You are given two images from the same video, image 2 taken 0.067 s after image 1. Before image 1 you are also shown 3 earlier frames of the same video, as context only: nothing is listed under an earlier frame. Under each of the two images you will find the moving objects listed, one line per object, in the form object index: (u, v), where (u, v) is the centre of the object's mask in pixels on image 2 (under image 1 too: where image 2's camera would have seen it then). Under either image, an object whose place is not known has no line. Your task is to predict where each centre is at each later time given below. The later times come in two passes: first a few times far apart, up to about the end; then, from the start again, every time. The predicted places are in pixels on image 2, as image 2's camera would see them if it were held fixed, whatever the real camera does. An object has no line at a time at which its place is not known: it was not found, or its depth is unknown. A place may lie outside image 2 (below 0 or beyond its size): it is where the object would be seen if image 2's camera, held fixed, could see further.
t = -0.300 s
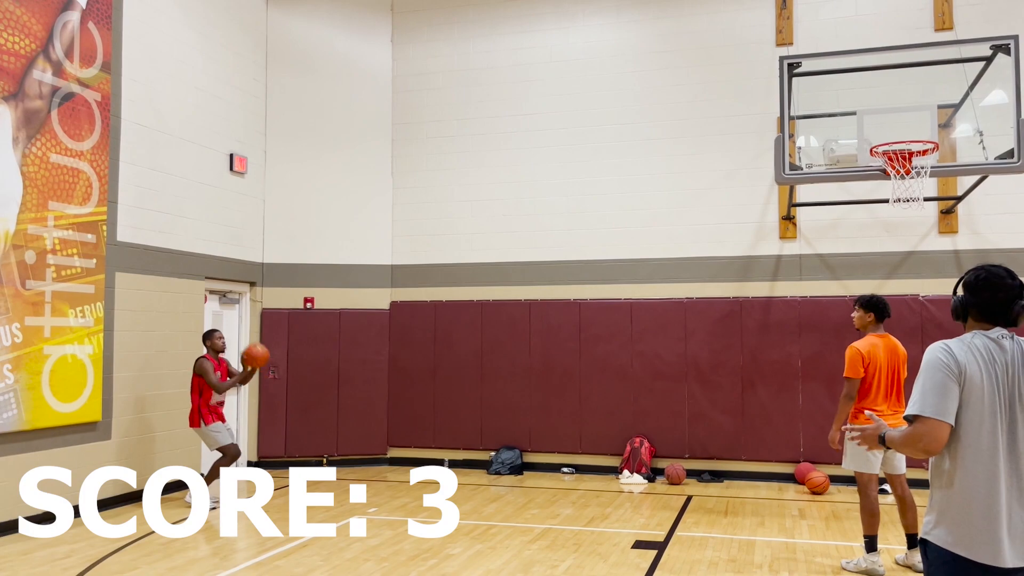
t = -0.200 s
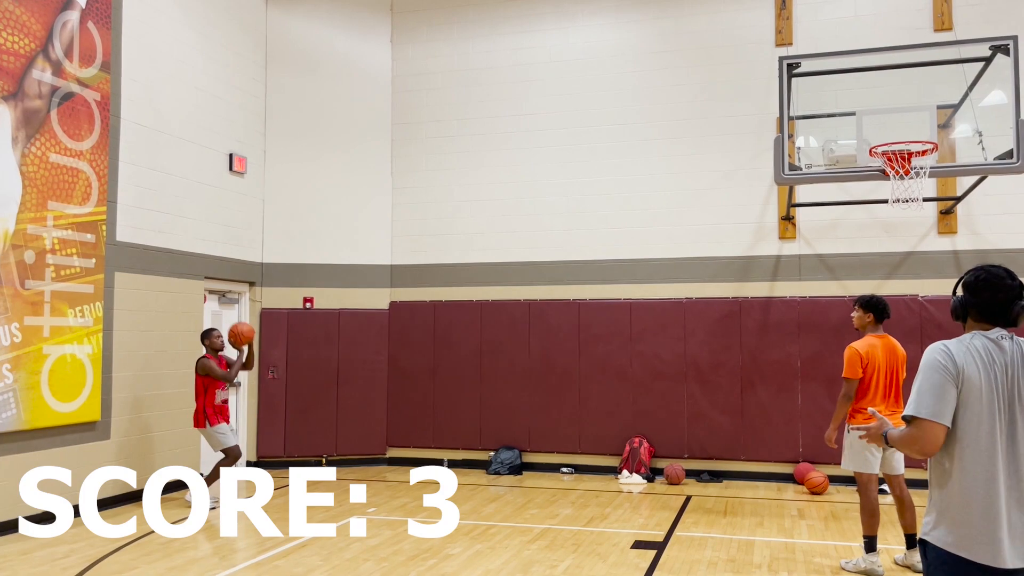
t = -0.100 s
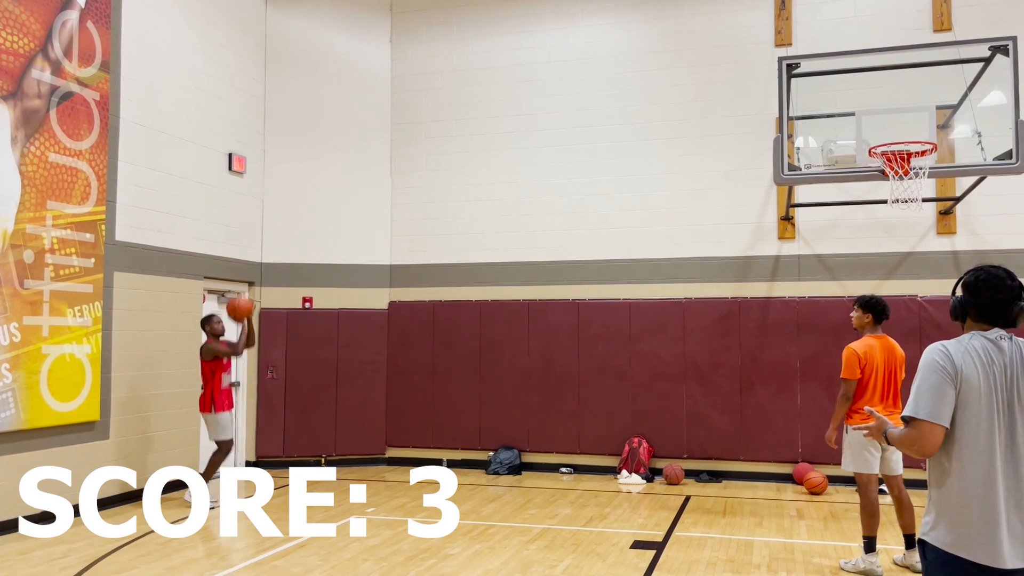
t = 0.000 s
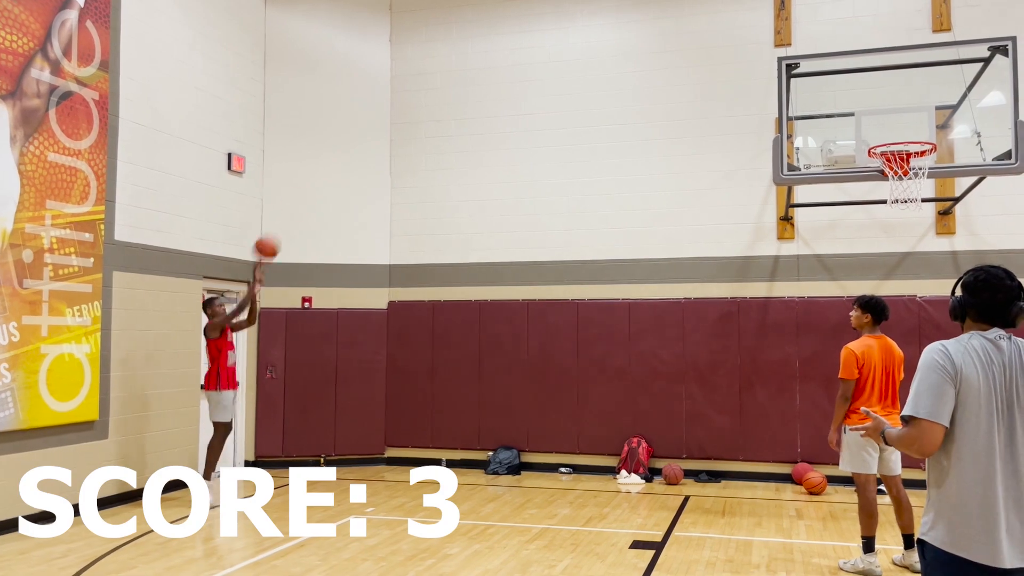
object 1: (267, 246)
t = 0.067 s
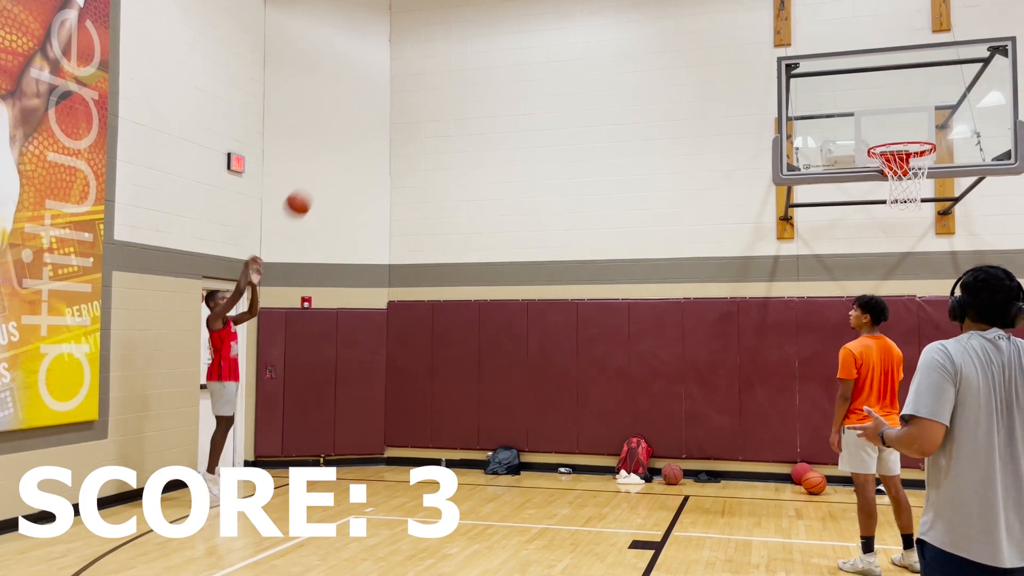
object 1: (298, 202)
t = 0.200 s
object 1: (363, 127)
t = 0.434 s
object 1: (477, 37)
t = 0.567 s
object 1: (545, 10)
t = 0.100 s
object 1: (315, 182)
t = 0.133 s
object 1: (330, 163)
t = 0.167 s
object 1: (347, 145)
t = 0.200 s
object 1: (363, 127)
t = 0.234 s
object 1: (379, 111)
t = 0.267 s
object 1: (395, 97)
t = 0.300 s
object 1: (411, 82)
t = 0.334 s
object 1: (427, 69)
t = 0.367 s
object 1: (444, 58)
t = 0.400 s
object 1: (461, 47)
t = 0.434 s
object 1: (477, 37)
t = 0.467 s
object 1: (494, 28)
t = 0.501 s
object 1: (510, 20)
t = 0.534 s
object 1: (528, 14)
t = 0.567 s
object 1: (545, 10)
